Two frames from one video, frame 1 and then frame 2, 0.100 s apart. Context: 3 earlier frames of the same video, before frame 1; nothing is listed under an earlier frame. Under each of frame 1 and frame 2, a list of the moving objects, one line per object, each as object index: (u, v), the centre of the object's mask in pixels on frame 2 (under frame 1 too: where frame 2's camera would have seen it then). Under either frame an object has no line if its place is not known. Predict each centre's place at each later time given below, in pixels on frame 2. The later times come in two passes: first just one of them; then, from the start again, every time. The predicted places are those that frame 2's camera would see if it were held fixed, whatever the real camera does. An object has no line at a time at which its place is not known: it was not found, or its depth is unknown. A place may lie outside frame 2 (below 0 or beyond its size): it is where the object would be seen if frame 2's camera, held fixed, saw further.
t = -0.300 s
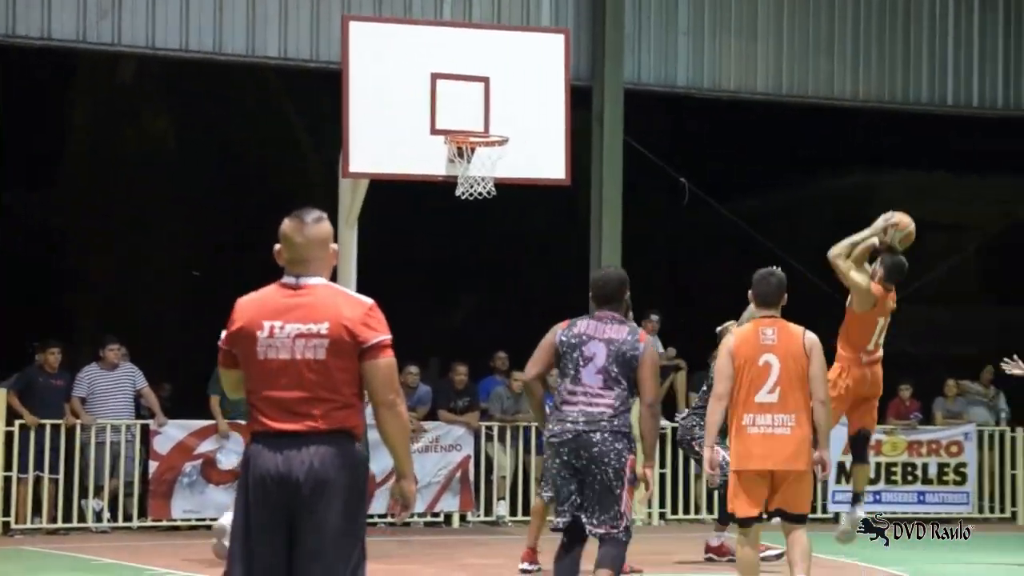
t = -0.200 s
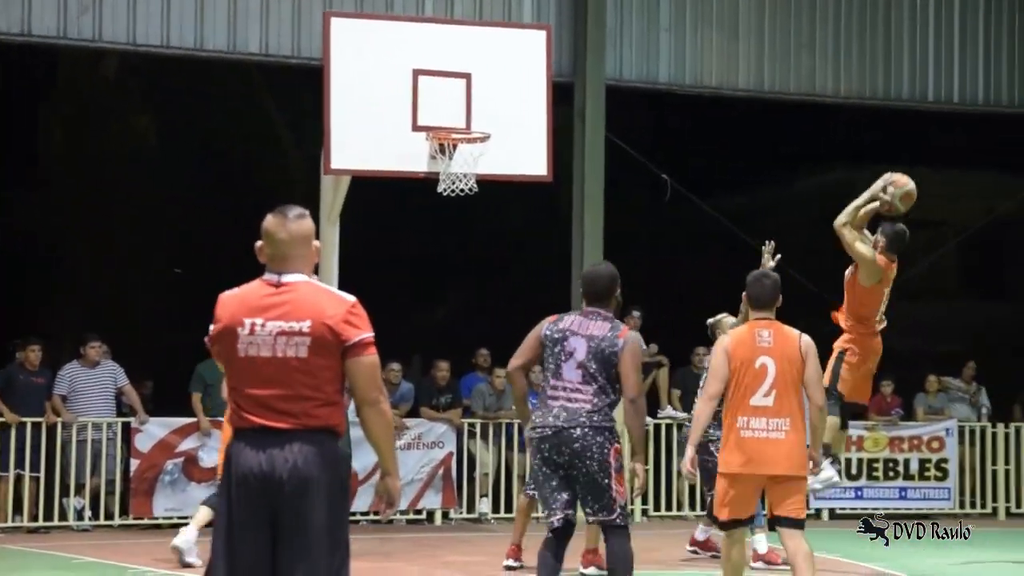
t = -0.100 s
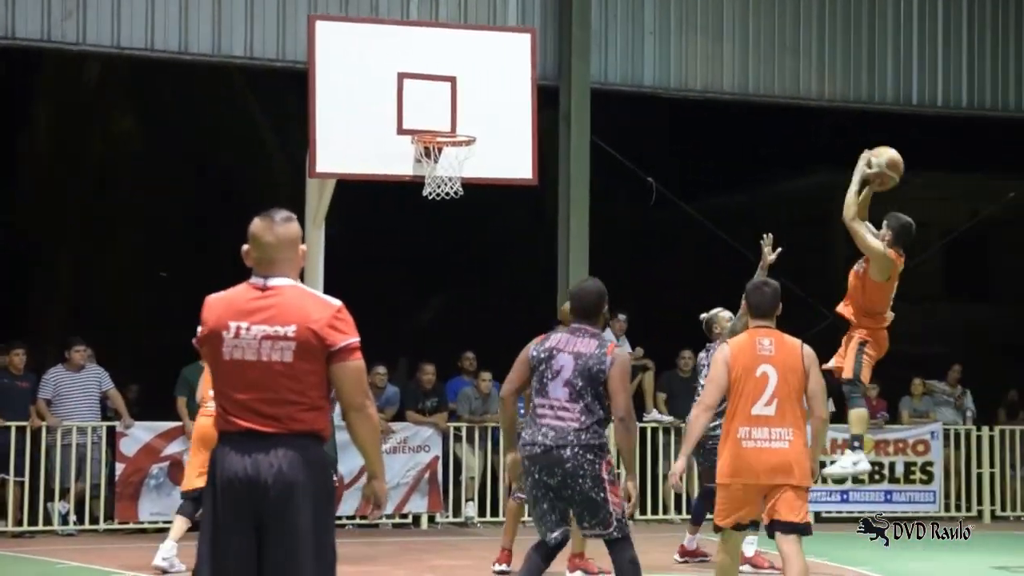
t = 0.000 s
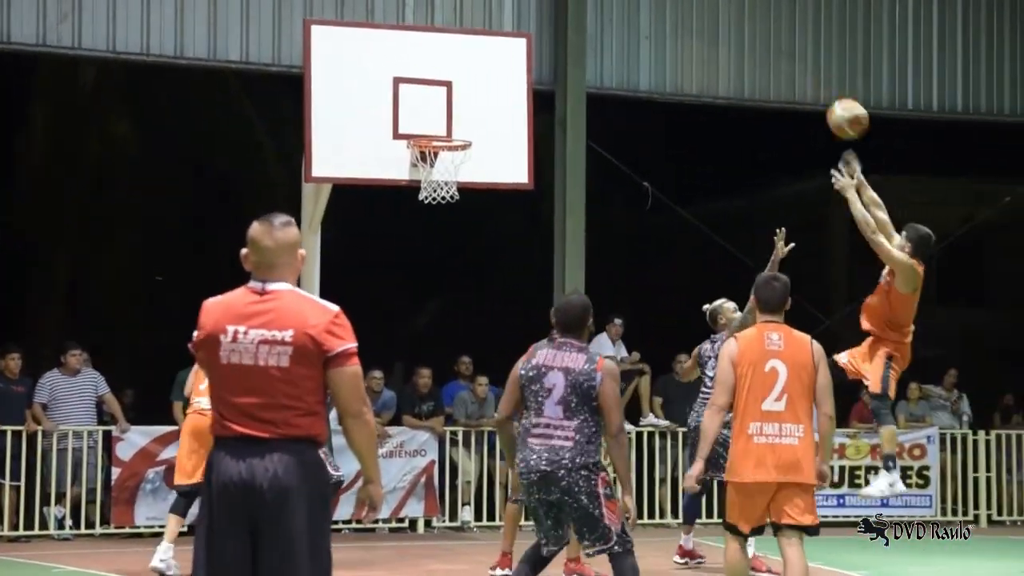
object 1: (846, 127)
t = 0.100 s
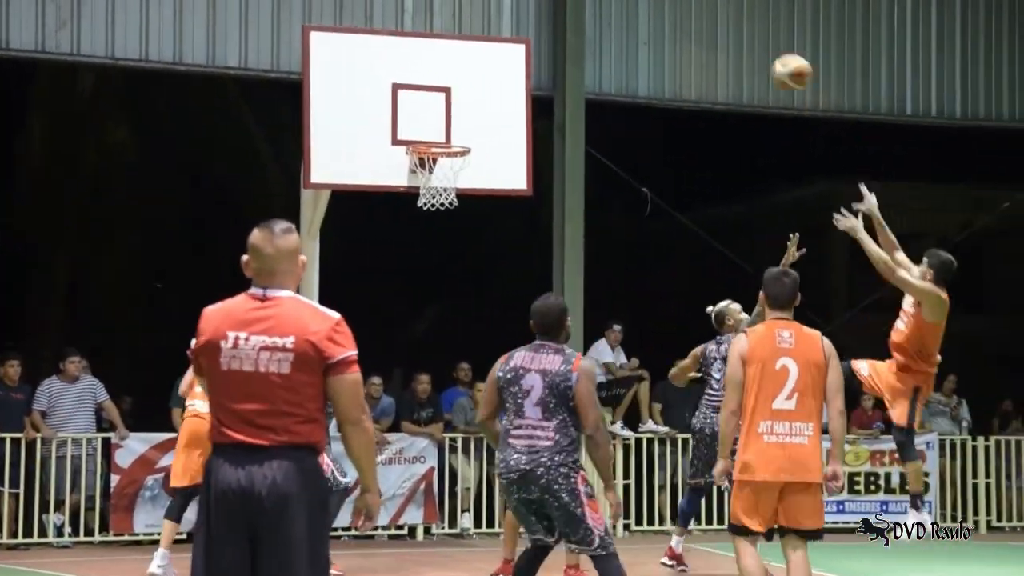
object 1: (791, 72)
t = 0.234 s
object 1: (724, 27)
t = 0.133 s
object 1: (774, 59)
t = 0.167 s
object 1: (757, 47)
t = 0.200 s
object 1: (740, 37)
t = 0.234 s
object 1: (724, 27)
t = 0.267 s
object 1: (707, 21)
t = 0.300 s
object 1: (690, 17)
